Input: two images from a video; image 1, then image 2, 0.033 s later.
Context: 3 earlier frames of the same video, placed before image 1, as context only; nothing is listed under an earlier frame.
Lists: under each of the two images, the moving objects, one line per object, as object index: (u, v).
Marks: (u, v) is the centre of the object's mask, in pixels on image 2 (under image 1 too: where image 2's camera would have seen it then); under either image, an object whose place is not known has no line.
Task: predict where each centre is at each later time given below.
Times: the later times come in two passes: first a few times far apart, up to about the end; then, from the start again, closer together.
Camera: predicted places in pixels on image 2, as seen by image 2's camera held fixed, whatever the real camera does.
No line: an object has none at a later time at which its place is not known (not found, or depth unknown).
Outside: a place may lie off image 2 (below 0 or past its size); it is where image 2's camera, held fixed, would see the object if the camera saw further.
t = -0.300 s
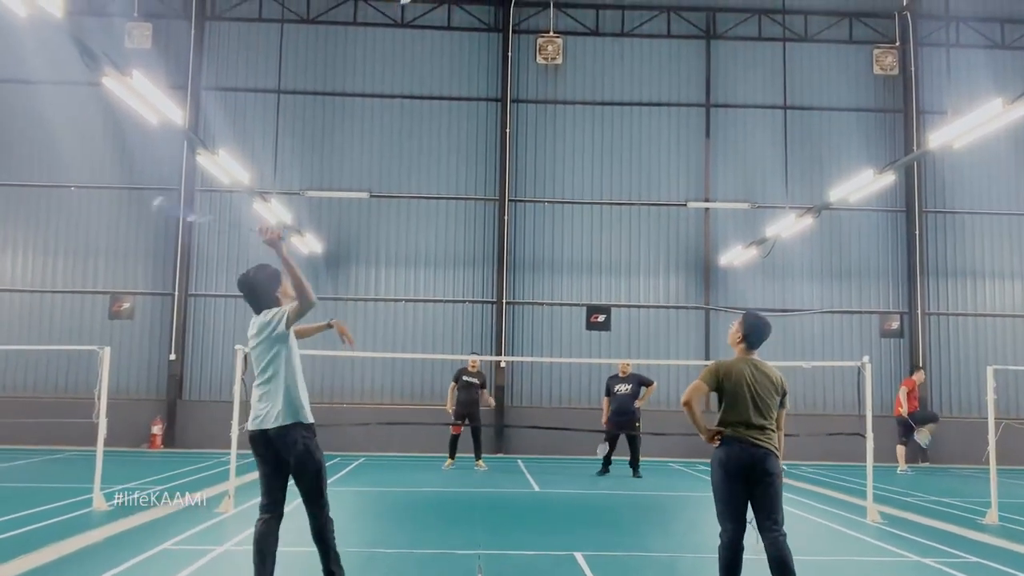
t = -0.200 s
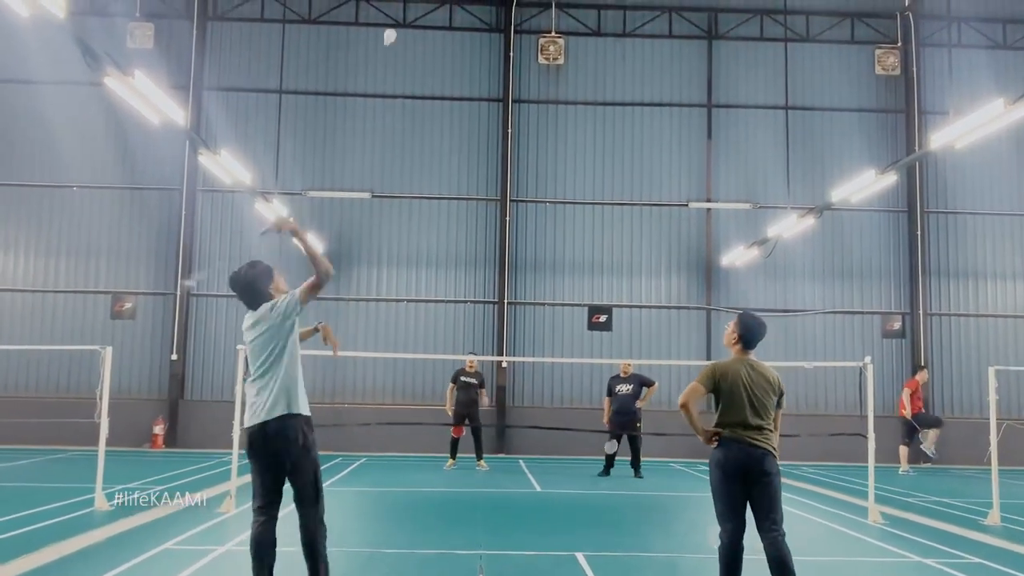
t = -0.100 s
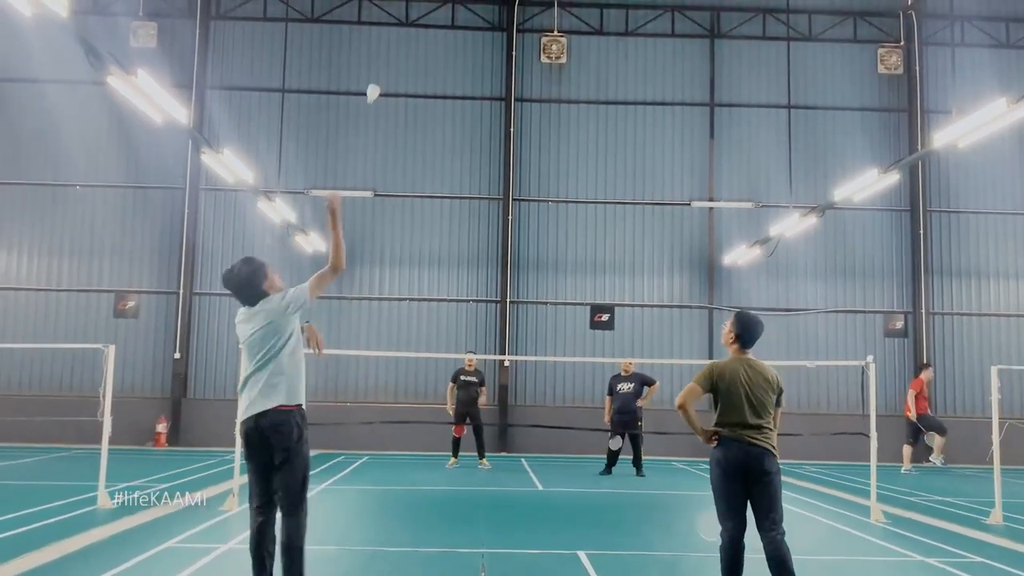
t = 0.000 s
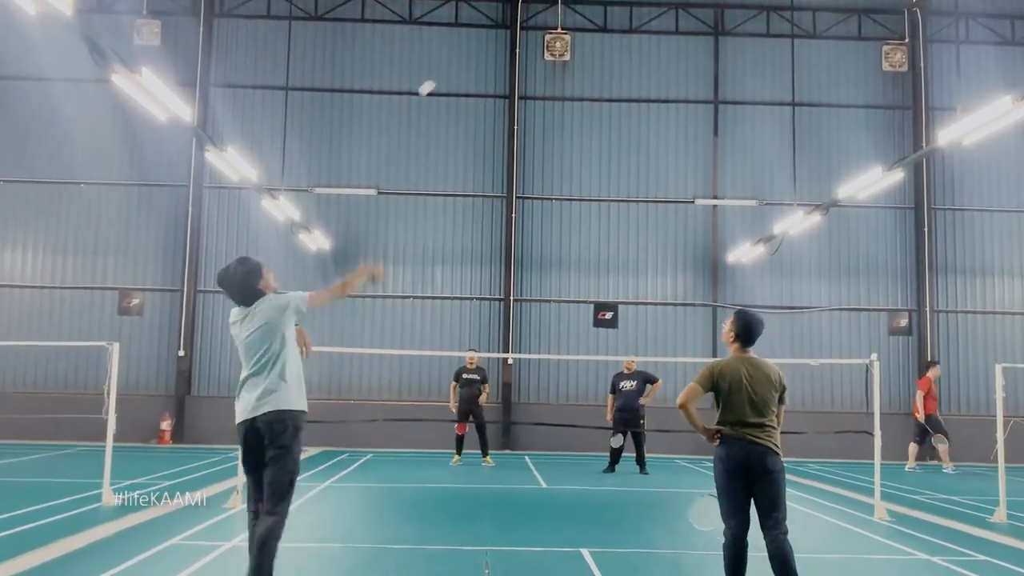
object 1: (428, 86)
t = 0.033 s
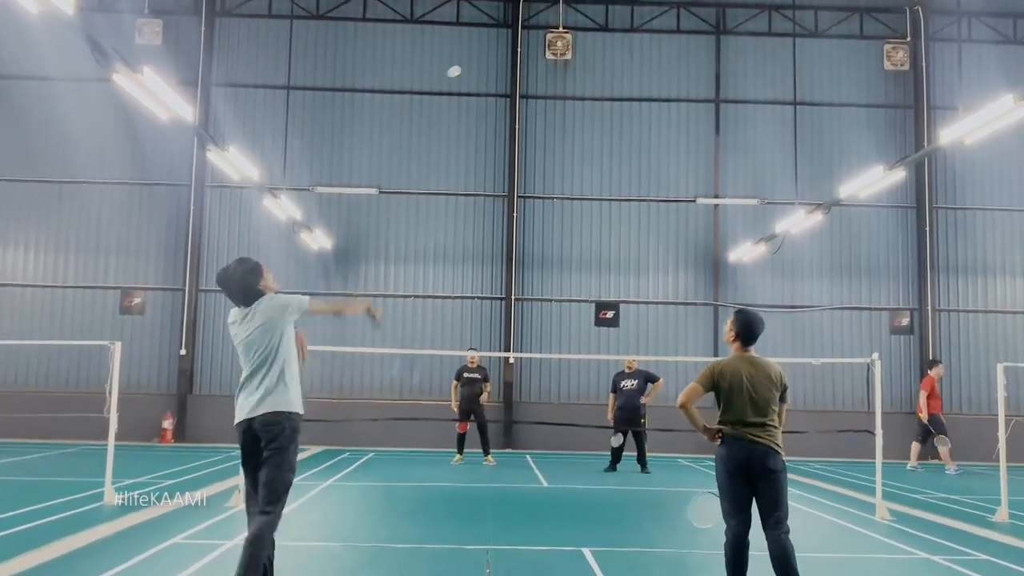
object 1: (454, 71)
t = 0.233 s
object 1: (517, 51)
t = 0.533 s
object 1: (551, 83)
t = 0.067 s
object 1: (471, 63)
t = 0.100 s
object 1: (485, 57)
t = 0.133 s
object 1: (495, 54)
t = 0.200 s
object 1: (510, 51)
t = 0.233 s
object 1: (517, 51)
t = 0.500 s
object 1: (548, 77)
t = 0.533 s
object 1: (551, 83)
